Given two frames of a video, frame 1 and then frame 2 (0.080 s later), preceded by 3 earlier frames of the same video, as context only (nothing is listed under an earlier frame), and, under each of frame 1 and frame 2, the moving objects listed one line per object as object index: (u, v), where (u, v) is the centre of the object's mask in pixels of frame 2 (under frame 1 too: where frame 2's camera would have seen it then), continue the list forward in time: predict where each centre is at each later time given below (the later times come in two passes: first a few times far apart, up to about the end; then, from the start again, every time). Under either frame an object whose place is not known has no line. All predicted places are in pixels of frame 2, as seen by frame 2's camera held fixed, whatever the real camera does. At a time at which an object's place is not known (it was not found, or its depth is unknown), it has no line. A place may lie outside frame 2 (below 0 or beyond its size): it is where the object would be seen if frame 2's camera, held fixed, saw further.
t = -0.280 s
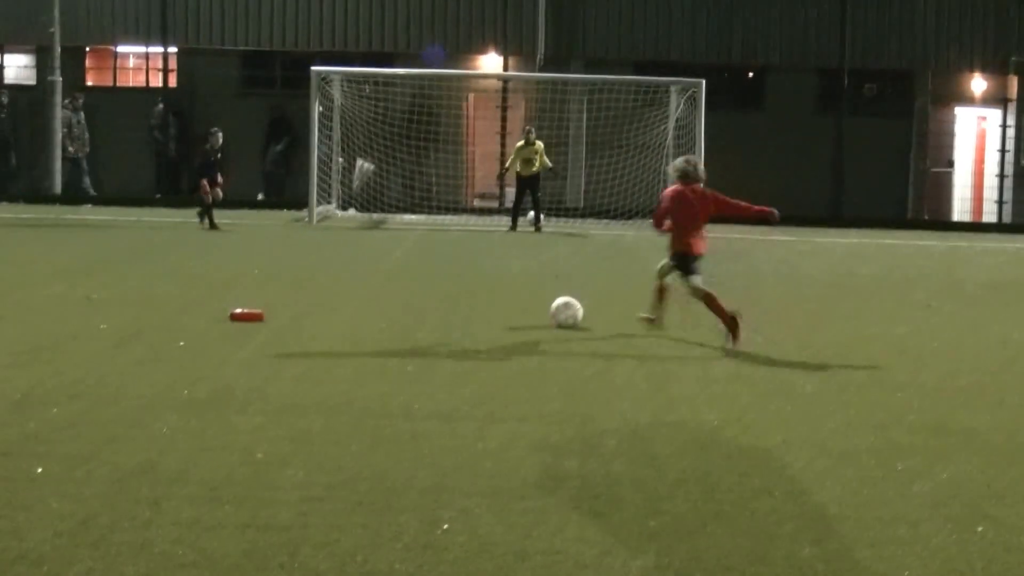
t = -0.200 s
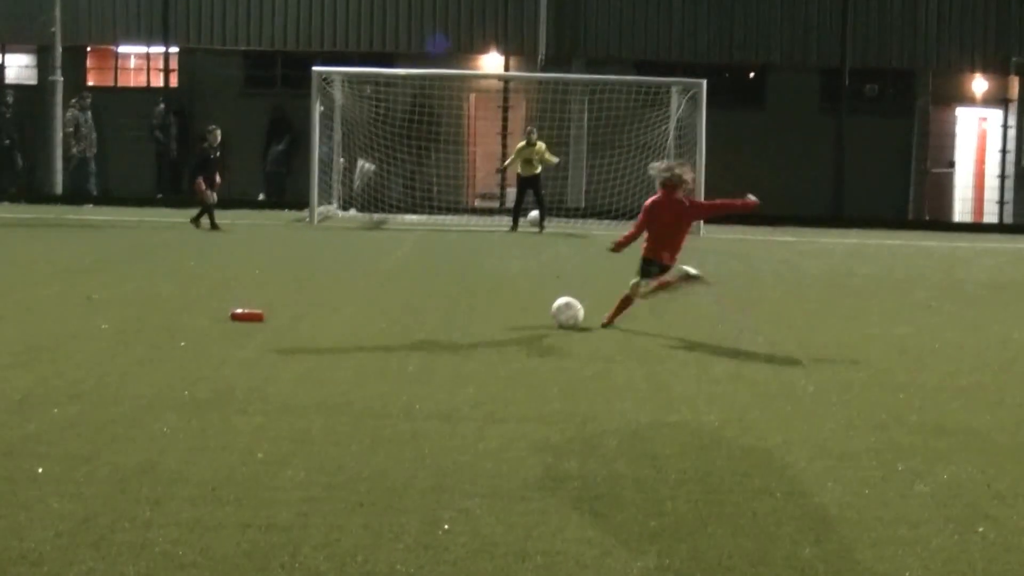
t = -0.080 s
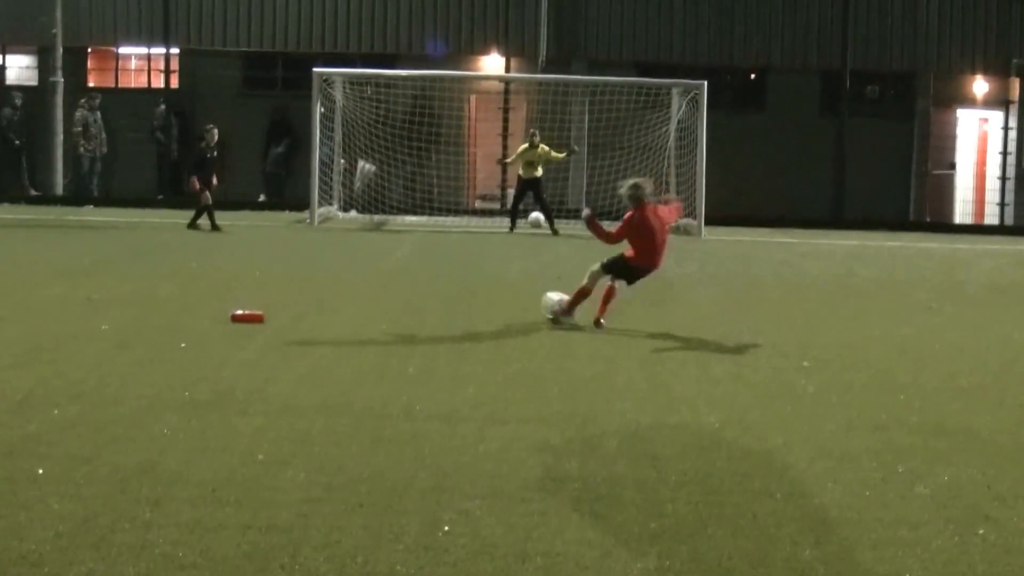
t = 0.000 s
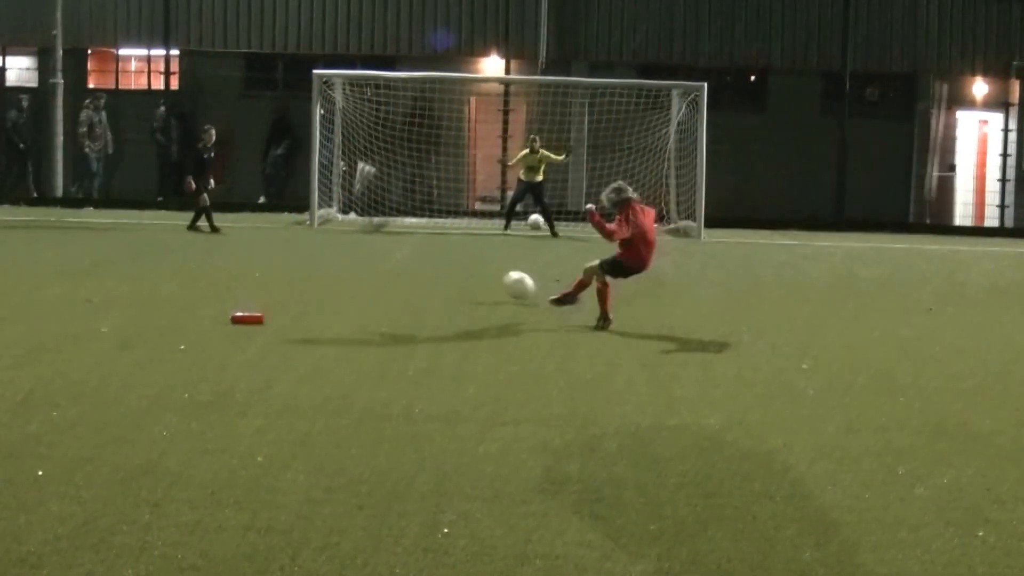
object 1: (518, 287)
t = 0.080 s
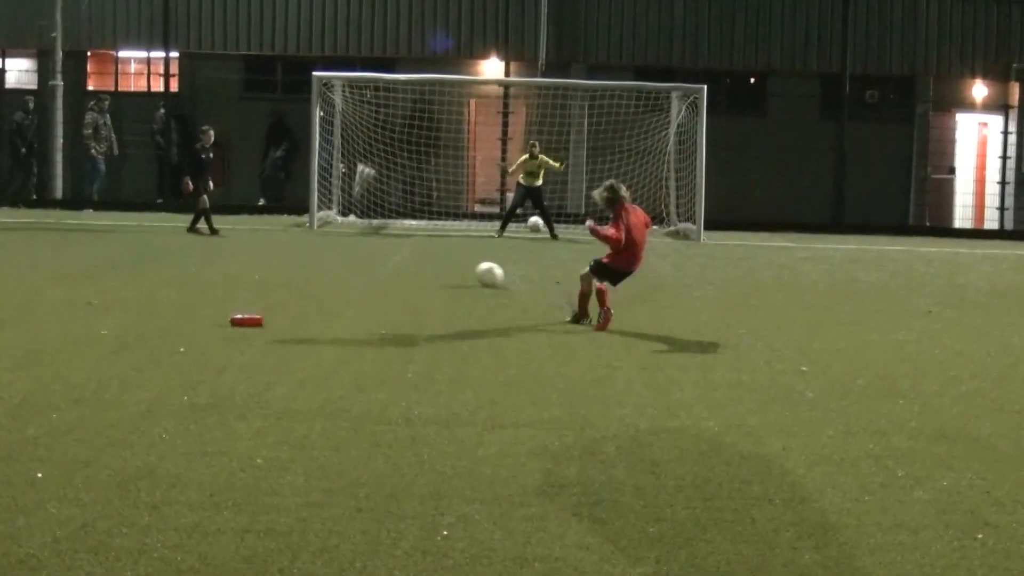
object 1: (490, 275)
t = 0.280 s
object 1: (443, 246)
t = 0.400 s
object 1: (425, 232)
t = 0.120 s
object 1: (478, 267)
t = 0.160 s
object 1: (468, 260)
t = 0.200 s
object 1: (458, 254)
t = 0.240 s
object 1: (449, 250)
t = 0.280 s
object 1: (443, 246)
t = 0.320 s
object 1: (435, 240)
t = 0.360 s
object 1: (430, 236)
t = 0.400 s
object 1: (425, 232)
